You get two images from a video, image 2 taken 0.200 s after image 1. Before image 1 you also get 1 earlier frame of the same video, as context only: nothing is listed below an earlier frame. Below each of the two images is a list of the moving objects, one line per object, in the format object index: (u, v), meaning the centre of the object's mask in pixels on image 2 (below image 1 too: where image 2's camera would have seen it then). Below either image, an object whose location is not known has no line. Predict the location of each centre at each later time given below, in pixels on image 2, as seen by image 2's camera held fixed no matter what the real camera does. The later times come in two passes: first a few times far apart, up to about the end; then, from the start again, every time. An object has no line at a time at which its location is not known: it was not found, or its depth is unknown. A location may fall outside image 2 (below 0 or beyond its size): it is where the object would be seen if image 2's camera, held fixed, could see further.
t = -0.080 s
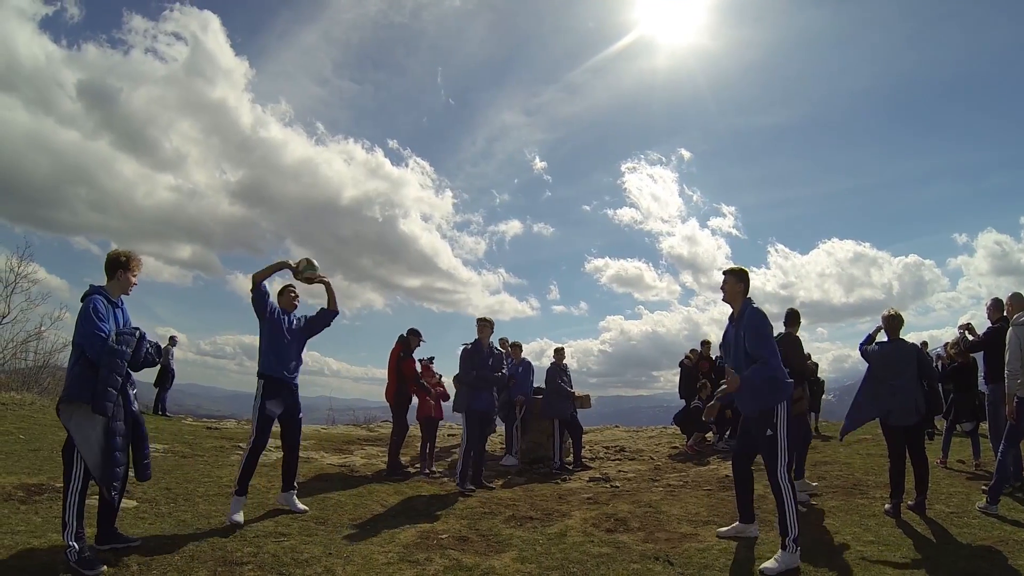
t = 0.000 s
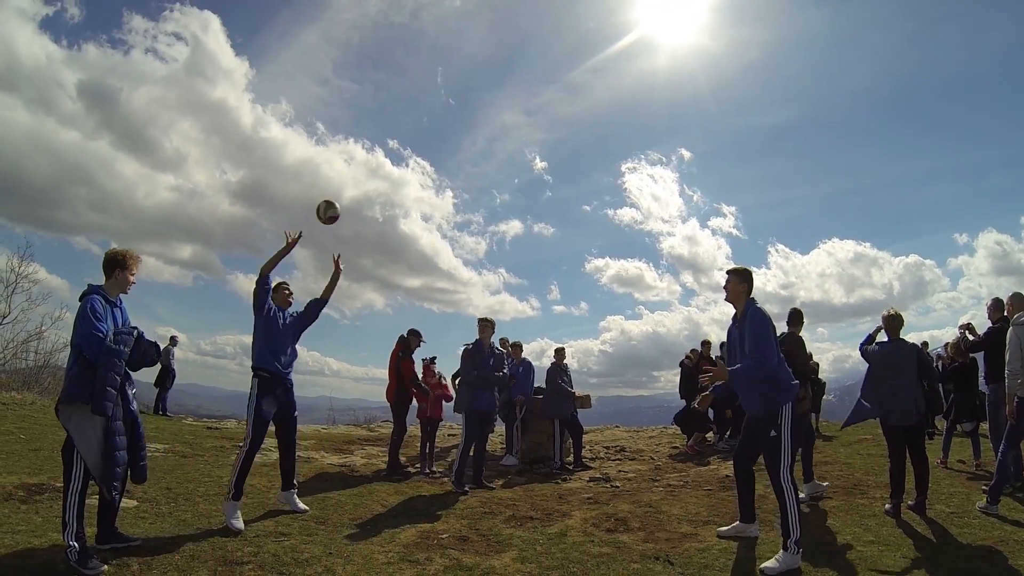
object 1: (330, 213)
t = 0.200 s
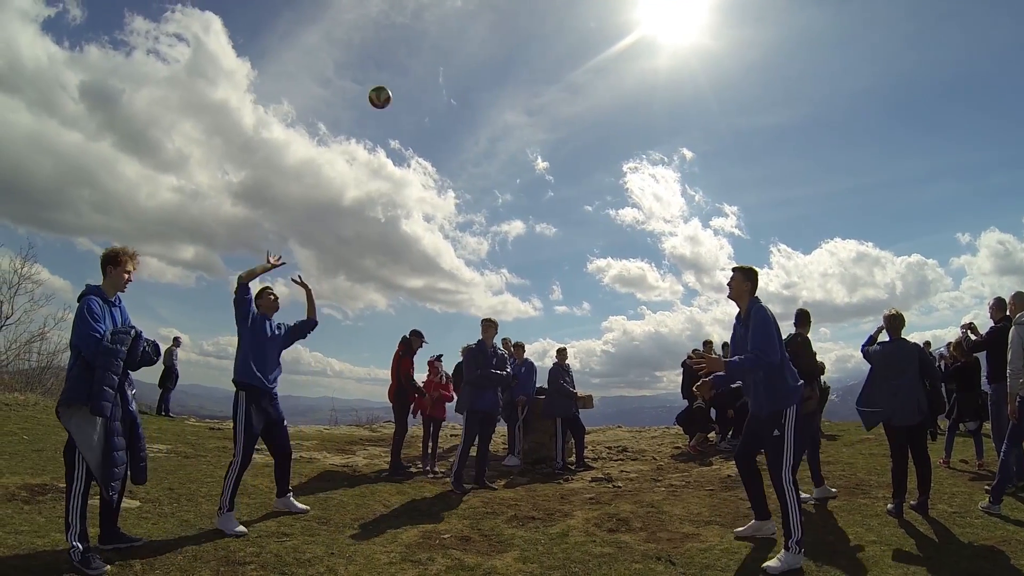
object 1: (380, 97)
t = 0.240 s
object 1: (388, 81)
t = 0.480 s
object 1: (430, 21)
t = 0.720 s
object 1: (453, 10)
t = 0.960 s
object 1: (466, 35)
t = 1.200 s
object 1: (466, 122)
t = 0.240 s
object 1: (388, 81)
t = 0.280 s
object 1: (396, 67)
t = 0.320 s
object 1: (404, 55)
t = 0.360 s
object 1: (411, 44)
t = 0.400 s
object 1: (418, 36)
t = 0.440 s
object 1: (424, 28)
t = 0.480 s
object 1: (430, 21)
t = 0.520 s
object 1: (435, 17)
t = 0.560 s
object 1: (439, 13)
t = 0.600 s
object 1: (443, 11)
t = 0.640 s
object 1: (447, 10)
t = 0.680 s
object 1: (450, 9)
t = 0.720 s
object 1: (453, 10)
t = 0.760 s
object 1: (456, 11)
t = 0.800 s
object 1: (459, 13)
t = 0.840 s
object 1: (461, 17)
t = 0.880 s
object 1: (463, 22)
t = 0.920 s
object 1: (465, 28)
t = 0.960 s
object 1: (466, 35)
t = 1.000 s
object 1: (467, 44)
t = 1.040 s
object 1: (467, 55)
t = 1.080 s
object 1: (467, 68)
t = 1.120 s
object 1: (467, 83)
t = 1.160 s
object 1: (467, 101)
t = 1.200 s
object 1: (466, 122)
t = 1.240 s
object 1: (465, 147)
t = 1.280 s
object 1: (463, 176)
